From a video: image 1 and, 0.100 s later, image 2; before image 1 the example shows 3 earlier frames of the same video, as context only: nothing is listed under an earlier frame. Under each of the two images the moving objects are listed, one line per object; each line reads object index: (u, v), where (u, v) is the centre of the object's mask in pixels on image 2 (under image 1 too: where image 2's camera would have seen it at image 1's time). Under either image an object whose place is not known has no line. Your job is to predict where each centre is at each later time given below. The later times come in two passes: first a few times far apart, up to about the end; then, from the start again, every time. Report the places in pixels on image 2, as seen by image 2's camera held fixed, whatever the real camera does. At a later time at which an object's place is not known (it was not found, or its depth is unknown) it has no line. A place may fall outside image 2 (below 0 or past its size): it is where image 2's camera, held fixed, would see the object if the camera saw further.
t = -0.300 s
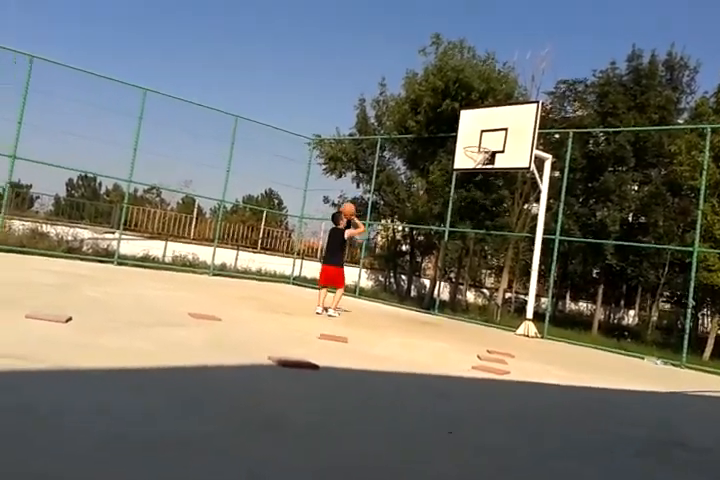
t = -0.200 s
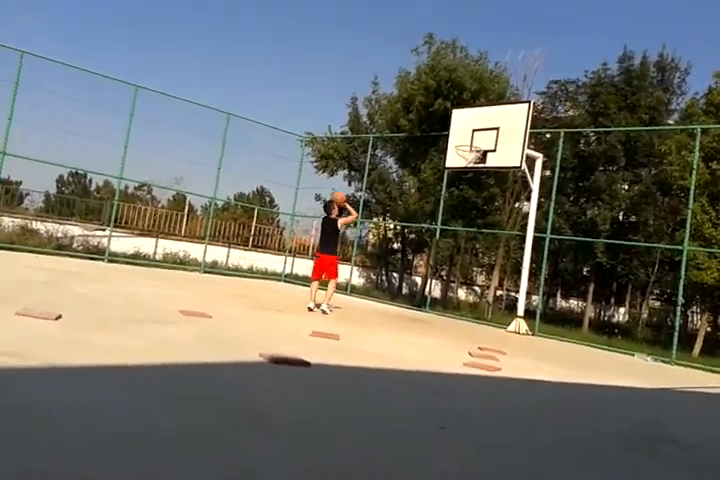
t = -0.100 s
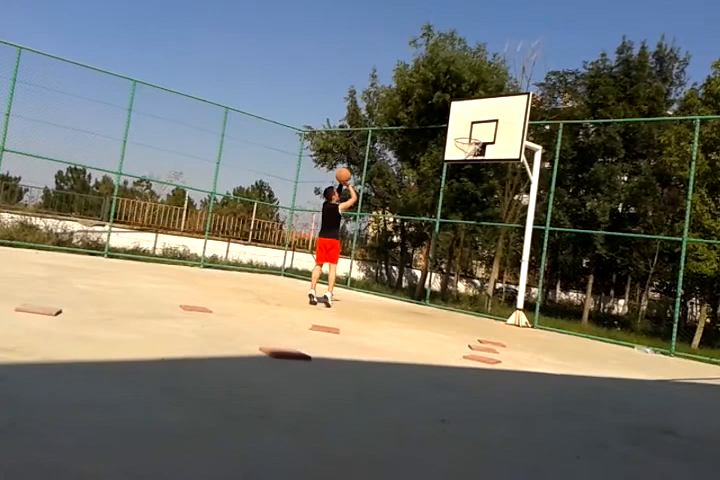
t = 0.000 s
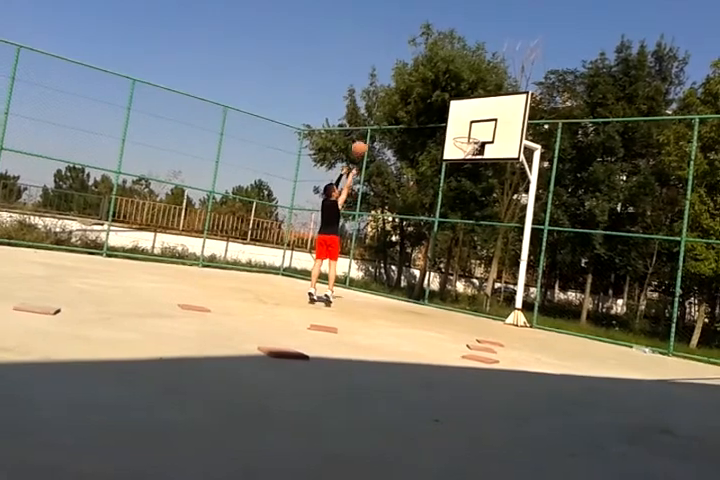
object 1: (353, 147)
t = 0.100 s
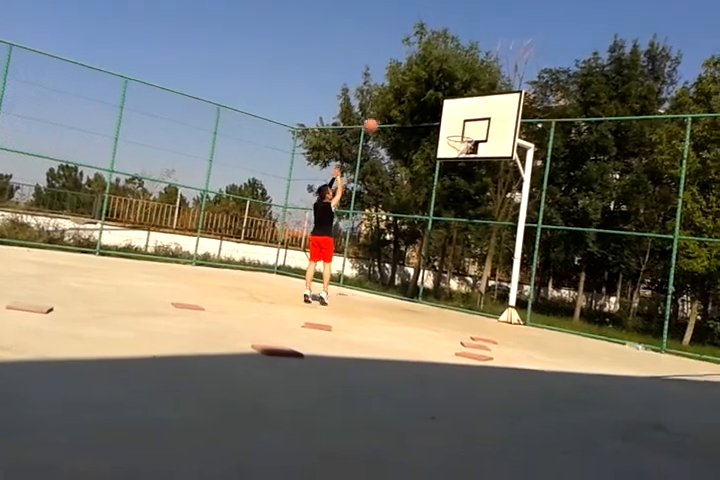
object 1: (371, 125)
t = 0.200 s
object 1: (387, 111)
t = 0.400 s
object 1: (416, 99)
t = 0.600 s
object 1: (442, 109)
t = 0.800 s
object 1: (461, 140)
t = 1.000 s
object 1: (468, 180)
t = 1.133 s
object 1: (470, 216)
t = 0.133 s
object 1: (376, 120)
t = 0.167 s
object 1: (382, 115)
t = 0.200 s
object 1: (387, 111)
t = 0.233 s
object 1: (393, 107)
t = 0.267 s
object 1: (399, 104)
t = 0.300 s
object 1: (403, 101)
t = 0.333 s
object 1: (408, 99)
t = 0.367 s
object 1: (411, 99)
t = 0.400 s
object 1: (416, 99)
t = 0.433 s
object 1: (421, 99)
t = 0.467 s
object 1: (426, 100)
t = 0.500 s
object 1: (431, 101)
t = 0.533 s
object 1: (434, 103)
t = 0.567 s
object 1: (438, 105)
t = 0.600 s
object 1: (442, 109)
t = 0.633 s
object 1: (446, 113)
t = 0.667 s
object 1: (449, 117)
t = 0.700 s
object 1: (453, 122)
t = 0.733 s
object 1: (456, 127)
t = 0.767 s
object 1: (459, 134)
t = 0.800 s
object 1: (461, 140)
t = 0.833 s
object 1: (465, 147)
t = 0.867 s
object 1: (466, 152)
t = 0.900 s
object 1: (467, 158)
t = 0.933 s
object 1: (467, 165)
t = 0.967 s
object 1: (468, 172)
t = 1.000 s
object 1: (468, 180)
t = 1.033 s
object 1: (469, 188)
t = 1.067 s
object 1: (469, 197)
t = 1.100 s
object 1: (469, 206)
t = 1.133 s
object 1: (470, 216)
